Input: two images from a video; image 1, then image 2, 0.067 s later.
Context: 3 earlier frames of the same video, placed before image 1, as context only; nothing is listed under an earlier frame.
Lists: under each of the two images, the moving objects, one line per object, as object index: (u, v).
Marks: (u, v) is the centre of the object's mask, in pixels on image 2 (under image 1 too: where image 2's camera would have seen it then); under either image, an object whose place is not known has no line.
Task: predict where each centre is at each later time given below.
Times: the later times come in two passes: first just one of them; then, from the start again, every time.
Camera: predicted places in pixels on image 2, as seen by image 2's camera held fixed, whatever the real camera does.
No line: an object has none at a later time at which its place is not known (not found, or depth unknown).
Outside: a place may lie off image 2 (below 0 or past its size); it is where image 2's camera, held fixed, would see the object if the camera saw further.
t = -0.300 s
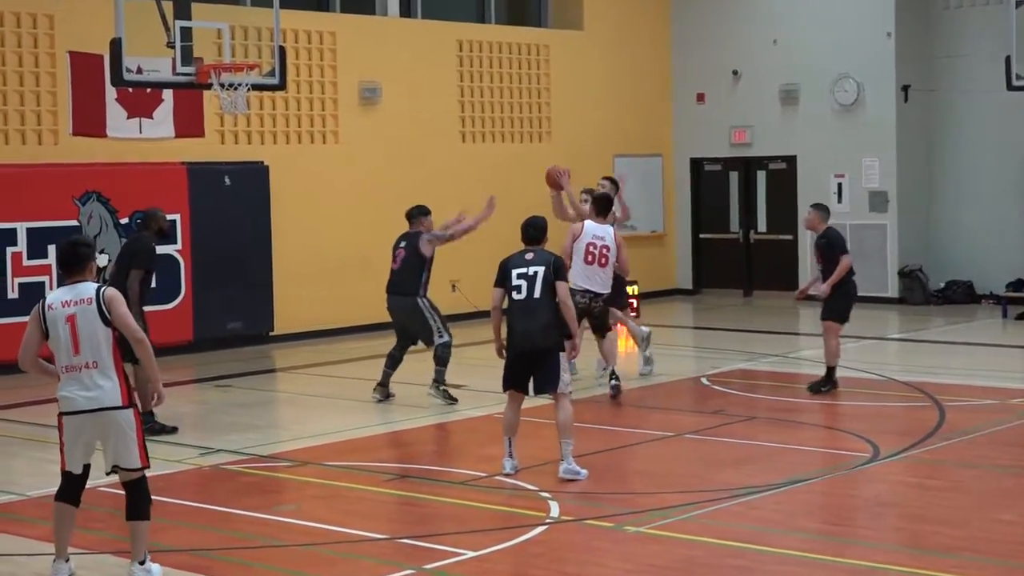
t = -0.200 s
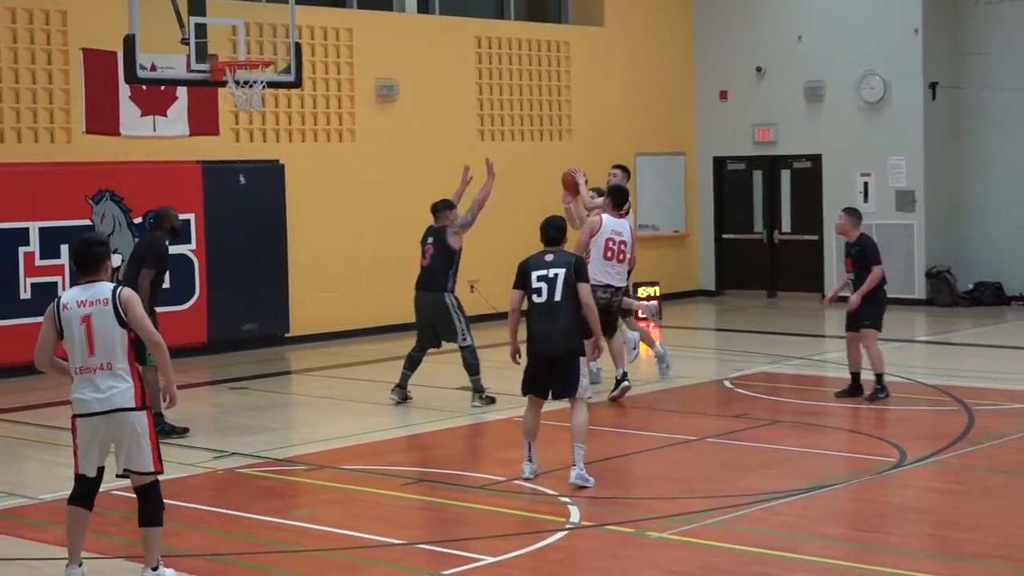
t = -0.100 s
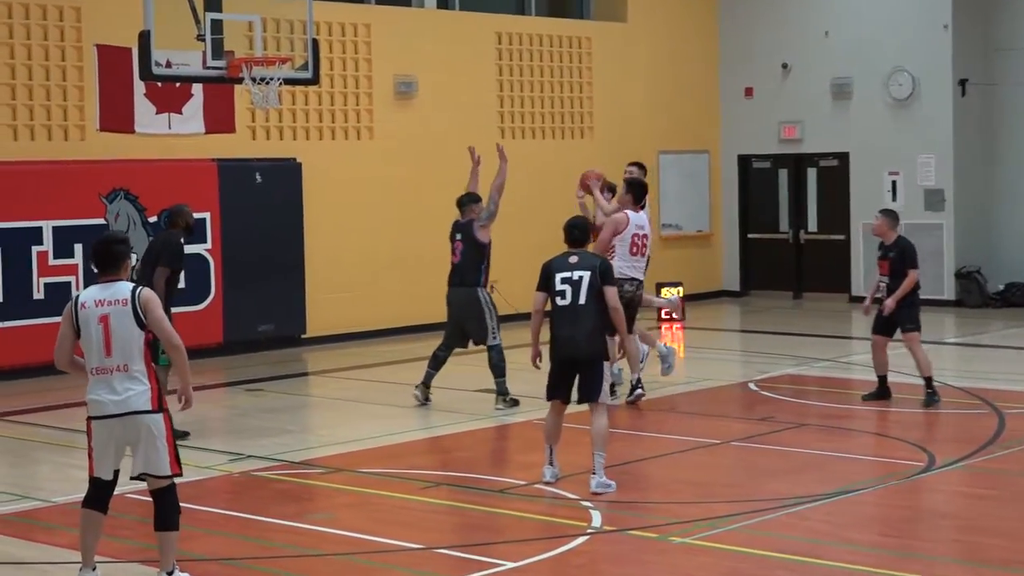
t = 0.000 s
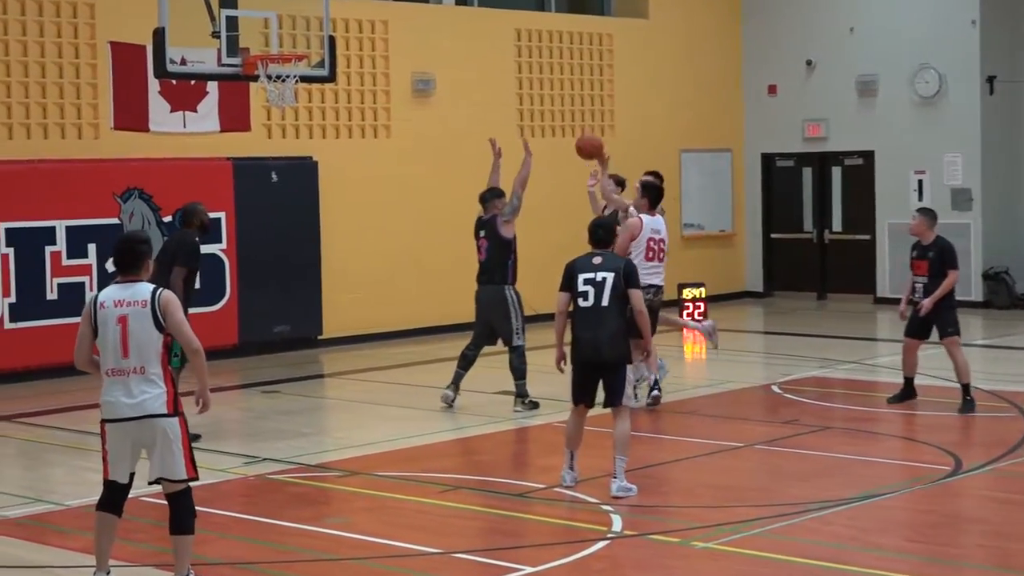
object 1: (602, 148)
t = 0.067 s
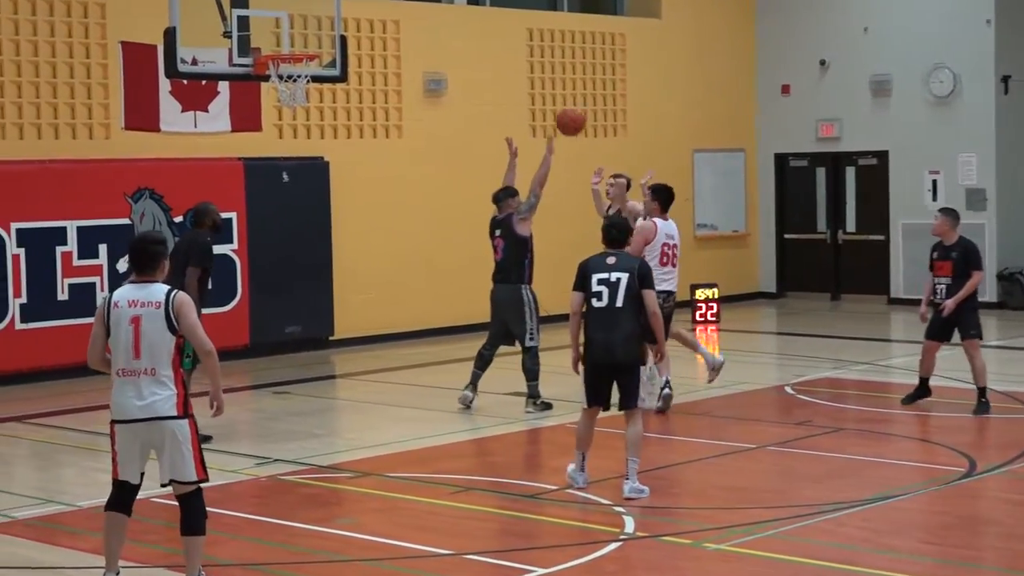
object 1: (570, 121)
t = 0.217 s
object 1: (491, 80)
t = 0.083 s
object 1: (562, 116)
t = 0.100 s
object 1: (554, 111)
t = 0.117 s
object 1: (545, 105)
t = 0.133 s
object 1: (537, 101)
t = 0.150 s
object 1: (527, 96)
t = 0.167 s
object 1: (519, 91)
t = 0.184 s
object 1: (510, 87)
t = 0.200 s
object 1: (501, 83)
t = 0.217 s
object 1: (491, 80)
